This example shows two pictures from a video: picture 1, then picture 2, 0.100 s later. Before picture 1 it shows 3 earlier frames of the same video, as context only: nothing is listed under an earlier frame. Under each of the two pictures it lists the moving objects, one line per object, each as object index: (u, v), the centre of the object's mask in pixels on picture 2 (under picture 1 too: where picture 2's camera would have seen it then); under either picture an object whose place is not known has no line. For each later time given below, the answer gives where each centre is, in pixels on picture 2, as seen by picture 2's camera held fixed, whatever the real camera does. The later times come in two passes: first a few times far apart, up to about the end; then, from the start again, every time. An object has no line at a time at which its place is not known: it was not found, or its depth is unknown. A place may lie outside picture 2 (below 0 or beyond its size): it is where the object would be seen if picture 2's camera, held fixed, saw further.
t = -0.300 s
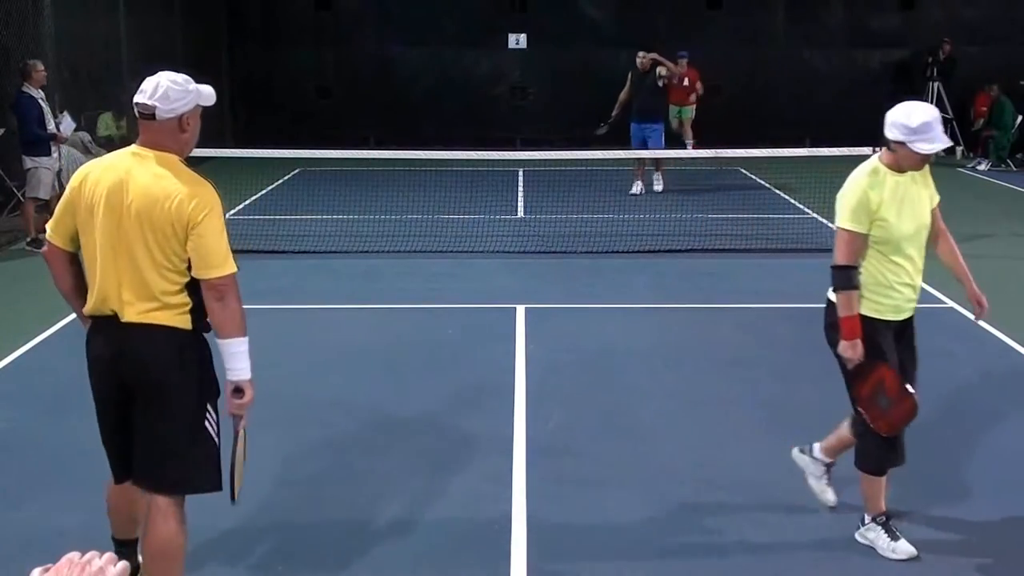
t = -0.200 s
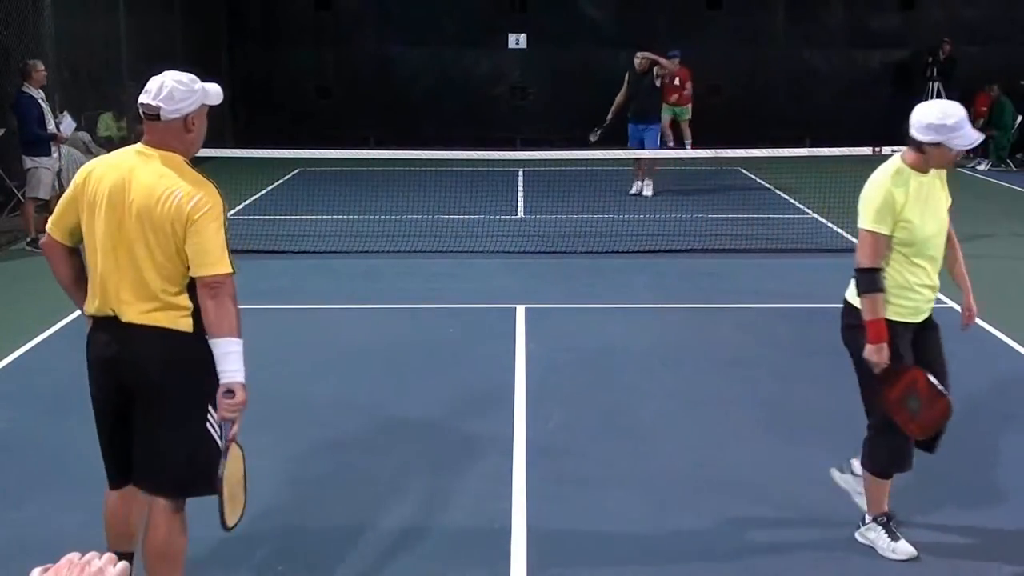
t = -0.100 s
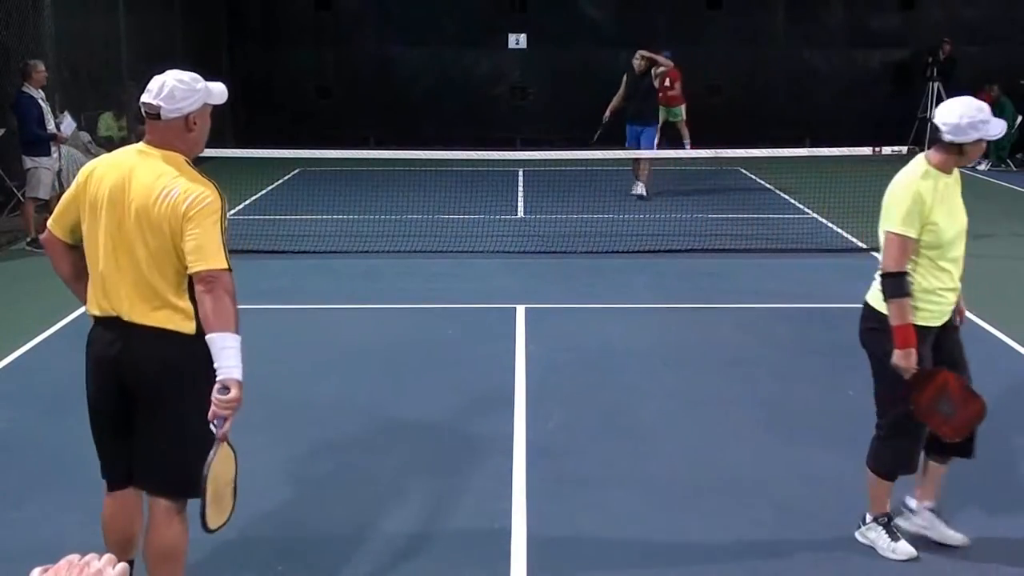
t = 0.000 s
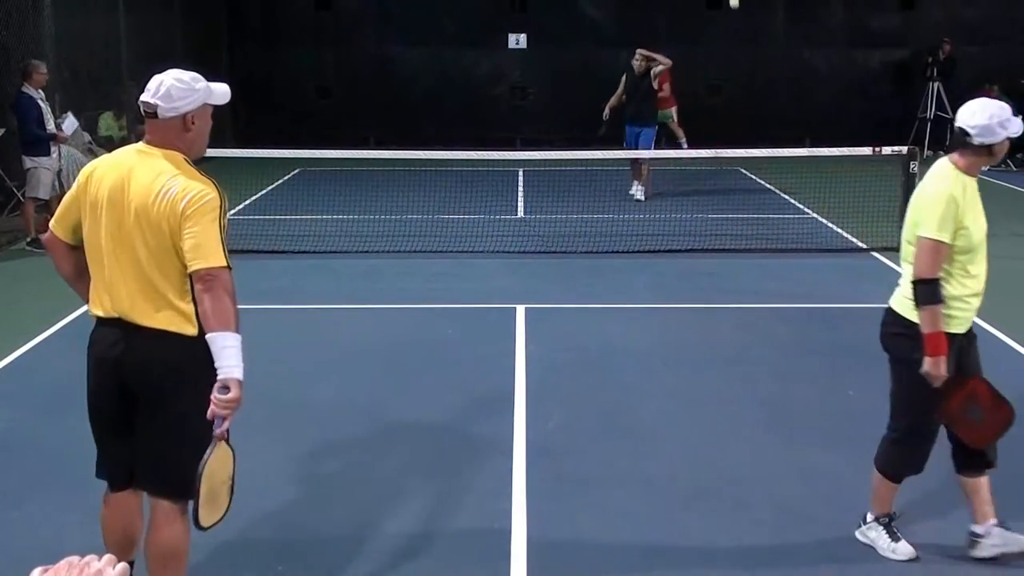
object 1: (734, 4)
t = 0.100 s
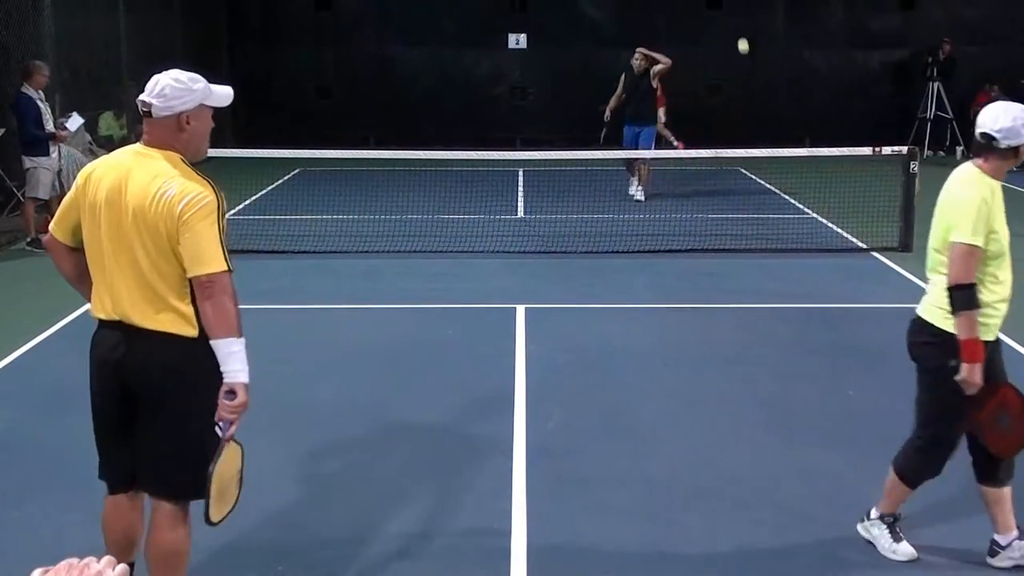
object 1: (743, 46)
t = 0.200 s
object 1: (753, 110)
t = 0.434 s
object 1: (785, 376)
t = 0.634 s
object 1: (809, 329)
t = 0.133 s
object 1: (746, 65)
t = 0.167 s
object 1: (750, 86)
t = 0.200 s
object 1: (753, 110)
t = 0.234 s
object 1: (757, 137)
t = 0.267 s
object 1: (761, 167)
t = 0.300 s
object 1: (766, 201)
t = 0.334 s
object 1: (770, 238)
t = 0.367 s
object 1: (775, 280)
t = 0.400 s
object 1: (780, 326)
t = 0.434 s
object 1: (785, 376)
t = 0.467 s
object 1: (789, 402)
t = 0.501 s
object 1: (793, 385)
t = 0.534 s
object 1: (797, 368)
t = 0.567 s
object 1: (801, 353)
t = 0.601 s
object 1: (805, 340)
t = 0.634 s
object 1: (809, 329)
